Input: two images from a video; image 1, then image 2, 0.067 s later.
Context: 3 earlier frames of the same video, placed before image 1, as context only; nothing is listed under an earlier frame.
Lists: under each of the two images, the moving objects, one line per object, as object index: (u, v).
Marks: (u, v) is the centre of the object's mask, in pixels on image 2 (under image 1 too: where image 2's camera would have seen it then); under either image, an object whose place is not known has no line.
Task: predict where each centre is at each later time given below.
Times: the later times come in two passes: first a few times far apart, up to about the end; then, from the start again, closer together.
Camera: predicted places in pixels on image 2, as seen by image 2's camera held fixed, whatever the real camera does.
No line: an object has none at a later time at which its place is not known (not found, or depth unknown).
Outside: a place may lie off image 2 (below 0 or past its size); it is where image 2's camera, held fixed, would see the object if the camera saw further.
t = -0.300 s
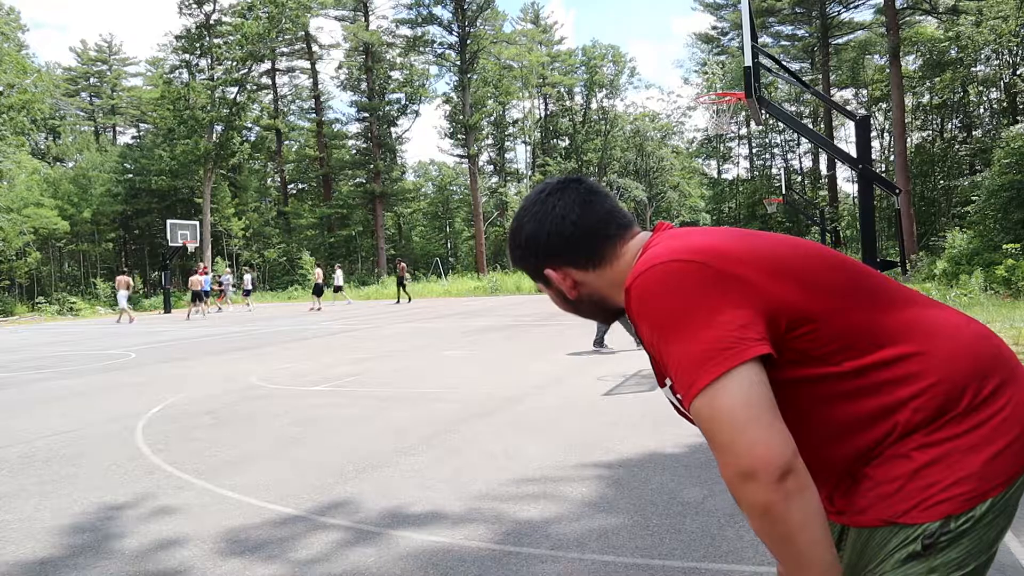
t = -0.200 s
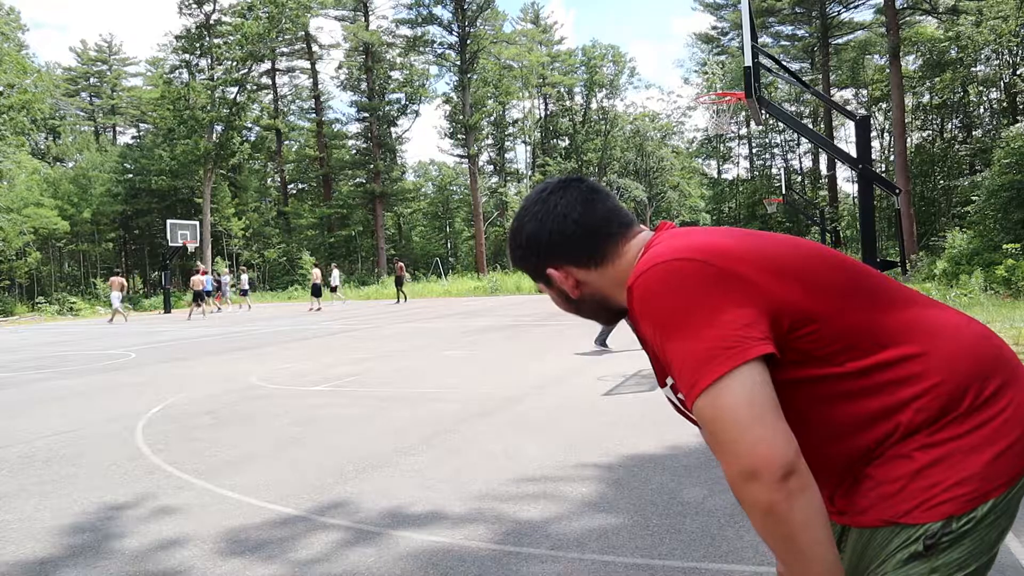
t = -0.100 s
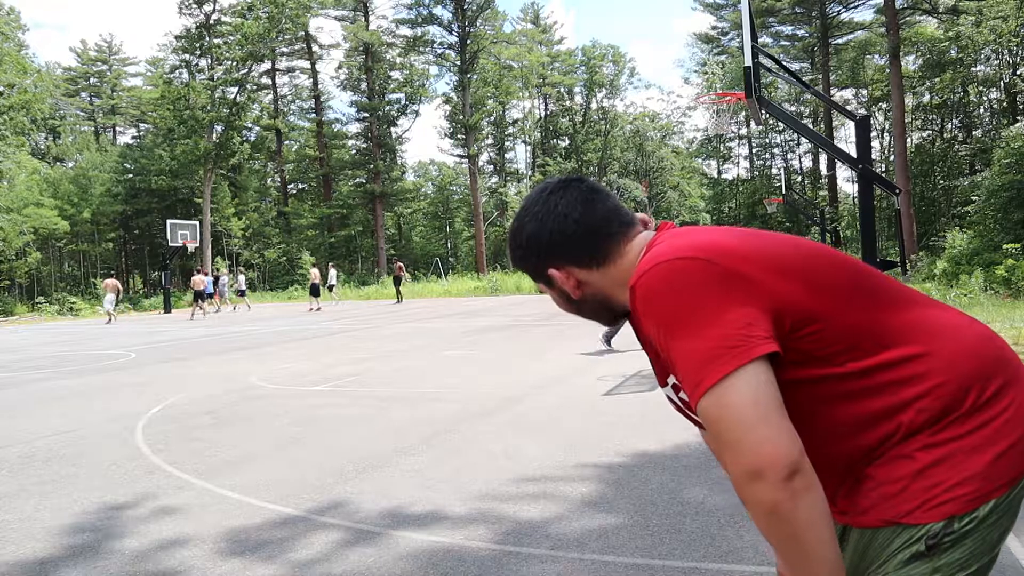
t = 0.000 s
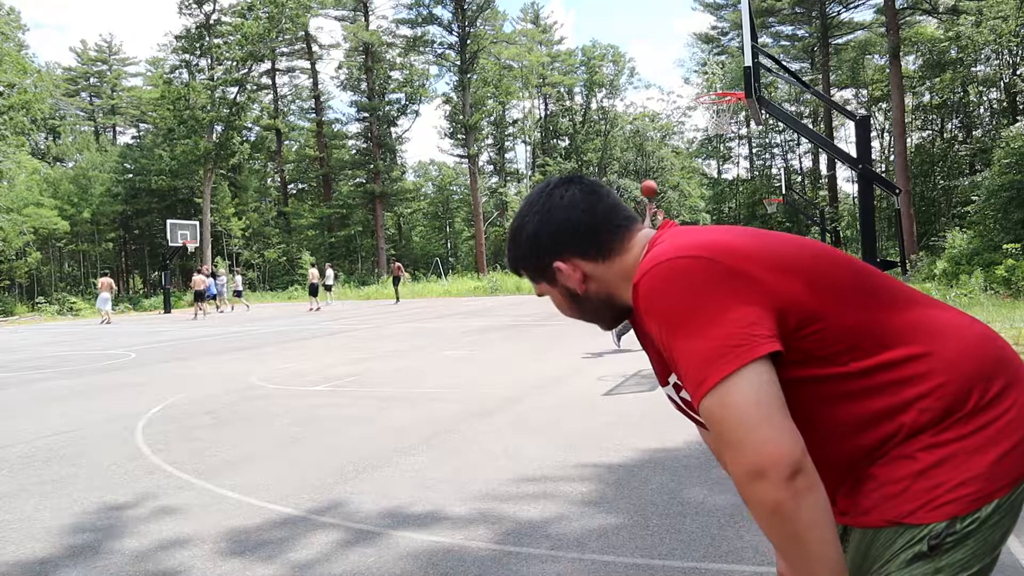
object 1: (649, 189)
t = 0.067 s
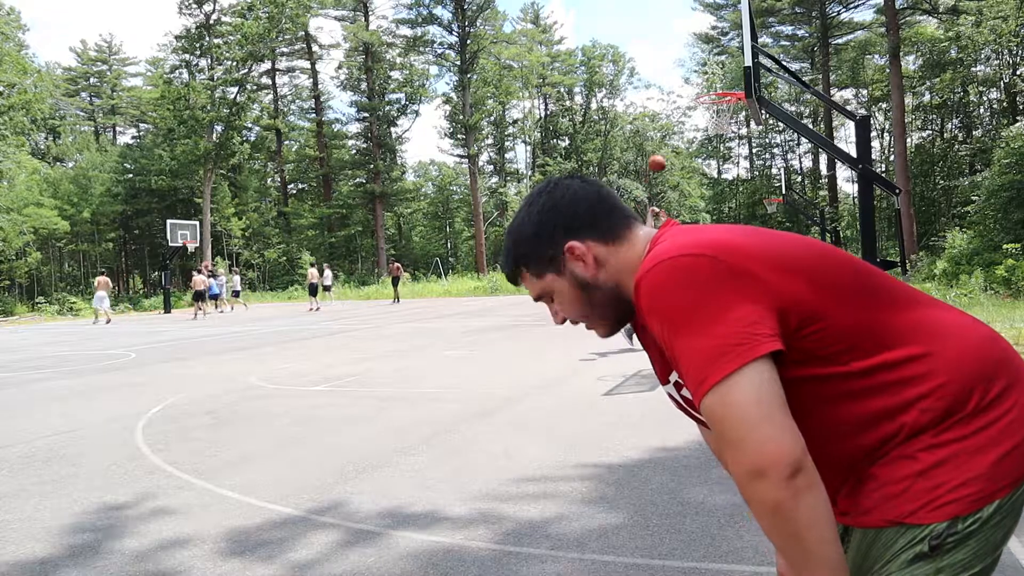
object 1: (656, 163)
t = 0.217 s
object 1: (674, 118)
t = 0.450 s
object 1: (709, 73)
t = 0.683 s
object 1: (734, 73)
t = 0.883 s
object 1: (711, 113)
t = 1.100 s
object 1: (705, 118)
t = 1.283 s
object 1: (716, 124)
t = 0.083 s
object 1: (658, 158)
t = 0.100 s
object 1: (660, 153)
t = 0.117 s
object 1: (662, 147)
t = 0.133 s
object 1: (664, 142)
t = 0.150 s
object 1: (666, 137)
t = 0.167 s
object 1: (668, 133)
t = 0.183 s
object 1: (670, 128)
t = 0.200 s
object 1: (673, 123)
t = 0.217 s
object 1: (674, 118)
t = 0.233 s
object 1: (677, 114)
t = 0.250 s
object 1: (679, 110)
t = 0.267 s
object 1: (682, 106)
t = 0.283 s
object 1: (684, 102)
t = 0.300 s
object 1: (686, 99)
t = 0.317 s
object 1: (688, 94)
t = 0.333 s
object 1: (691, 92)
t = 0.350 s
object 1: (693, 89)
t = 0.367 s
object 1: (697, 85)
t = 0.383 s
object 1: (699, 82)
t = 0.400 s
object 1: (701, 80)
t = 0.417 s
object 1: (704, 77)
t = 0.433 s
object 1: (706, 76)
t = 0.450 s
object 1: (709, 73)
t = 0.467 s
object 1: (712, 71)
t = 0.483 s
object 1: (715, 69)
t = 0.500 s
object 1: (717, 68)
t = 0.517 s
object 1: (719, 68)
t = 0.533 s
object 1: (722, 67)
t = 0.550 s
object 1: (726, 66)
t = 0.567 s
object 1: (728, 65)
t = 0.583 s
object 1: (731, 65)
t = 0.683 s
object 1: (734, 73)
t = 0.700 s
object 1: (733, 75)
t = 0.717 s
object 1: (731, 77)
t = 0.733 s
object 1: (729, 80)
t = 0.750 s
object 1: (727, 83)
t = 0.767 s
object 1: (726, 84)
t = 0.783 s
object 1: (724, 86)
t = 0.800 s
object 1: (722, 88)
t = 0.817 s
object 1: (719, 98)
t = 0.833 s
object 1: (717, 104)
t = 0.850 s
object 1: (716, 108)
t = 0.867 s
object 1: (713, 111)
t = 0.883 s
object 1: (711, 113)
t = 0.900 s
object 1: (710, 115)
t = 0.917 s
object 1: (708, 116)
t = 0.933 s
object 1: (706, 117)
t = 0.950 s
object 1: (705, 117)
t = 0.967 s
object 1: (705, 117)
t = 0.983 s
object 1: (704, 117)
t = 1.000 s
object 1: (704, 117)
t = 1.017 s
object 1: (703, 117)
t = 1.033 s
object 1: (704, 118)
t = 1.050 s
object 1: (703, 118)
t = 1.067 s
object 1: (703, 118)
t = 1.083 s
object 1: (705, 118)
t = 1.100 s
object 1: (705, 118)
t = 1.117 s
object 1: (705, 119)
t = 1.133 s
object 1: (706, 119)
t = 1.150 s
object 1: (706, 120)
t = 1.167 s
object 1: (706, 120)
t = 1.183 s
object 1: (707, 120)
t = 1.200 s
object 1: (706, 120)
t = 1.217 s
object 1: (709, 120)
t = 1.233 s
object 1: (711, 122)
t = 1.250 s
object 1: (714, 124)
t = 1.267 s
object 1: (715, 124)
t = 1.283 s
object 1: (716, 124)
